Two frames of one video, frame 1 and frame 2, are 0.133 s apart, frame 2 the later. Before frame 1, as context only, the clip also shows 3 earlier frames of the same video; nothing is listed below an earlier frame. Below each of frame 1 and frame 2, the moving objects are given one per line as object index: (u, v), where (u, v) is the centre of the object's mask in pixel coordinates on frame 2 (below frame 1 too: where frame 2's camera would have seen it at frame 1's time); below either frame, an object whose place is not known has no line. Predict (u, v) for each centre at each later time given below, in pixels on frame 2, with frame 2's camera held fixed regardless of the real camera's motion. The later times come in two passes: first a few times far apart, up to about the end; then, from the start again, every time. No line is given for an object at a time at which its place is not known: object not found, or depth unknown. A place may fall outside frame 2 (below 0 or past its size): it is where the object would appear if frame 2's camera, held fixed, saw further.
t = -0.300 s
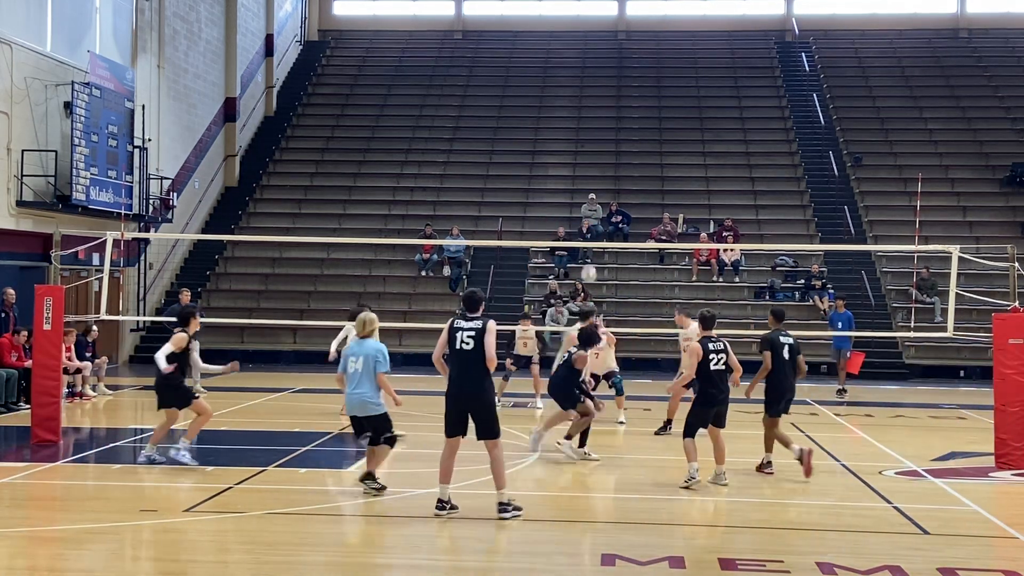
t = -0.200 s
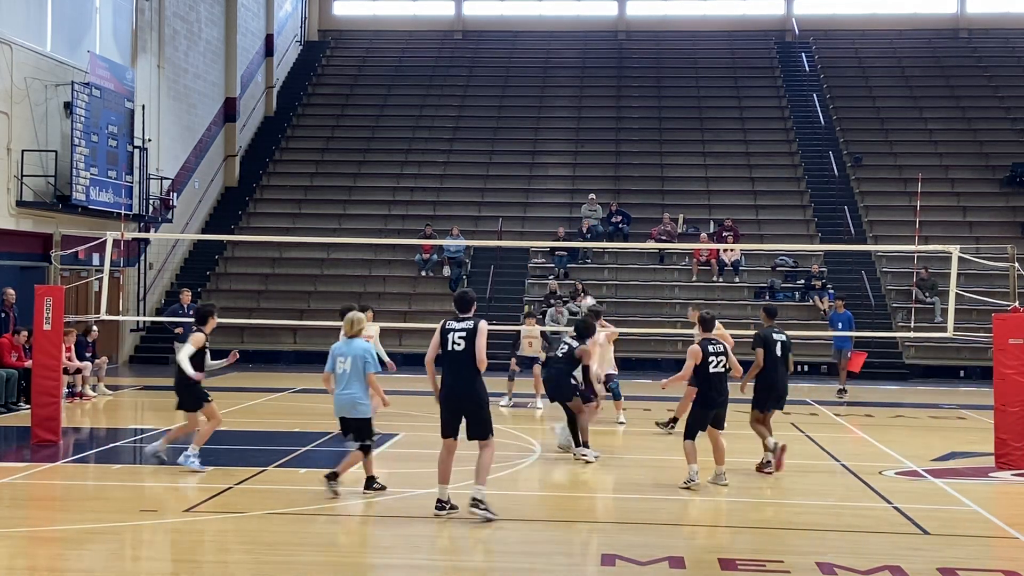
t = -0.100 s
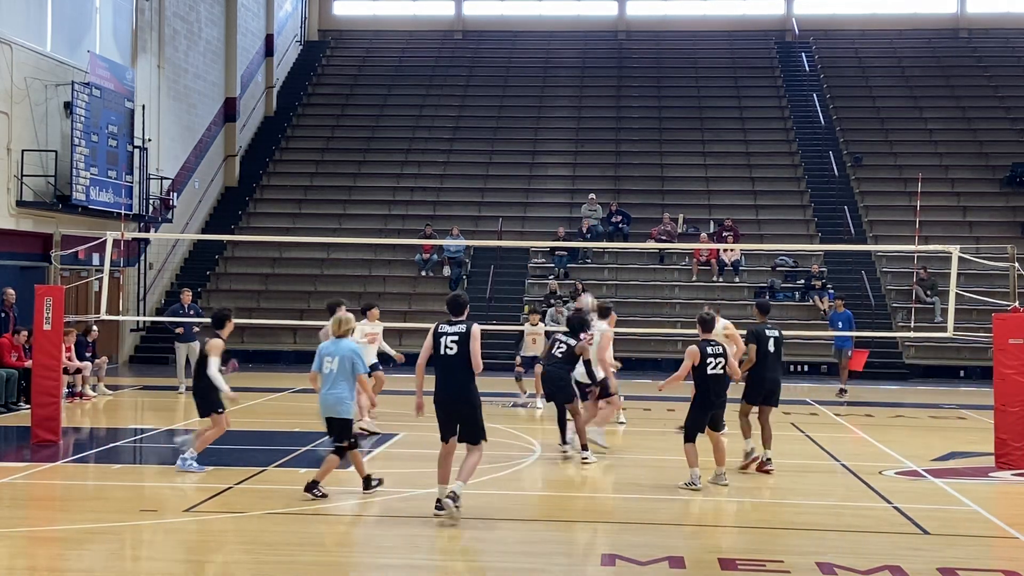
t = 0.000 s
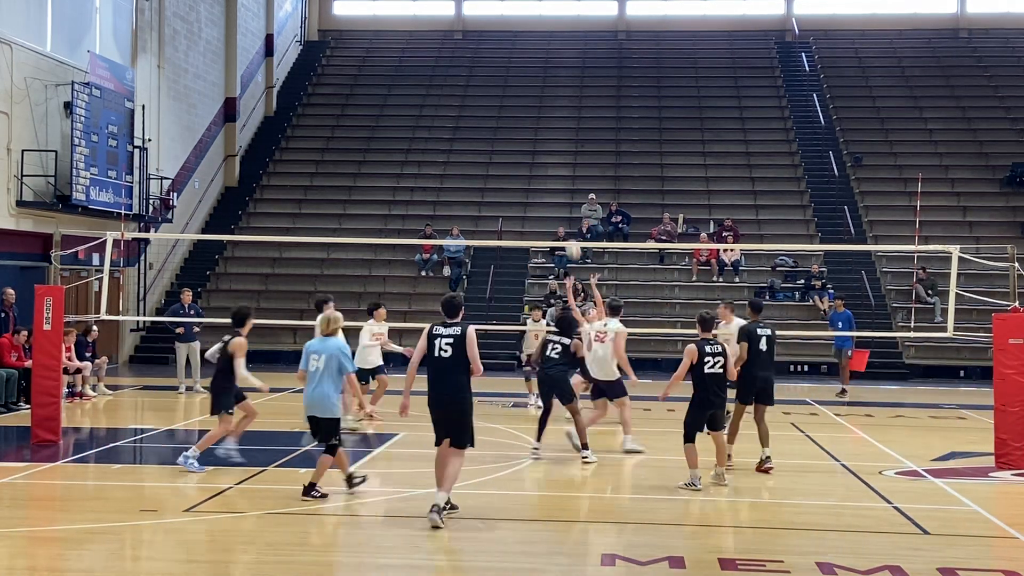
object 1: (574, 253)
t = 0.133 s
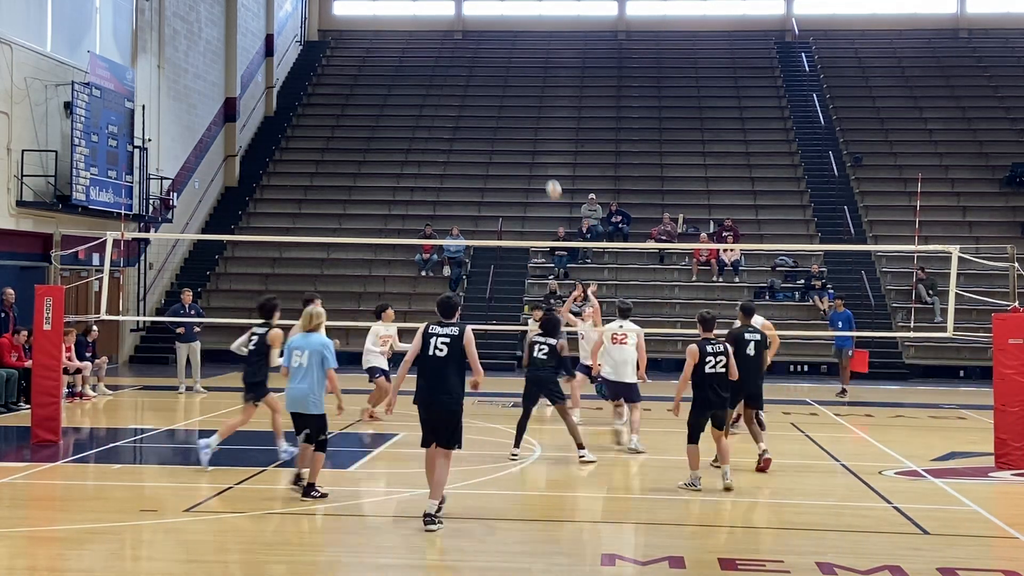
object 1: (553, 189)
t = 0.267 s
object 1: (534, 142)
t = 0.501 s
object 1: (502, 89)
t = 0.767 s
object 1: (465, 76)
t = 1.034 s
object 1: (426, 116)
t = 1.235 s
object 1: (396, 181)
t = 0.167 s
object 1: (549, 176)
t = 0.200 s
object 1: (544, 164)
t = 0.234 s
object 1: (539, 153)
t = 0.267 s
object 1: (534, 142)
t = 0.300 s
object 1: (530, 132)
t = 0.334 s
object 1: (525, 123)
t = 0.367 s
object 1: (521, 114)
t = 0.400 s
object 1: (516, 107)
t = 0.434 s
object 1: (512, 100)
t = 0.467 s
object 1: (507, 94)
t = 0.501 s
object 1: (502, 89)
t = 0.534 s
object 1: (497, 84)
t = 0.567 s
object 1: (493, 81)
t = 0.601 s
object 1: (488, 78)
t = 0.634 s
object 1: (483, 76)
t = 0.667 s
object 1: (479, 75)
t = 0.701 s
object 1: (474, 74)
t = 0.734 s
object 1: (469, 74)
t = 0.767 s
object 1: (465, 76)
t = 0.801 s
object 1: (460, 78)
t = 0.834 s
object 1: (455, 81)
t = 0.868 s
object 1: (450, 85)
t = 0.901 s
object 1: (445, 89)
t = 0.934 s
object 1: (440, 94)
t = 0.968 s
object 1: (435, 101)
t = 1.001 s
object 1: (431, 108)
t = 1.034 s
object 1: (426, 116)
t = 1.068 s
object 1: (421, 125)
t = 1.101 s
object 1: (416, 134)
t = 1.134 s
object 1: (411, 145)
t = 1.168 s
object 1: (406, 156)
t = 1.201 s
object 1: (401, 168)
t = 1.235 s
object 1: (396, 181)
